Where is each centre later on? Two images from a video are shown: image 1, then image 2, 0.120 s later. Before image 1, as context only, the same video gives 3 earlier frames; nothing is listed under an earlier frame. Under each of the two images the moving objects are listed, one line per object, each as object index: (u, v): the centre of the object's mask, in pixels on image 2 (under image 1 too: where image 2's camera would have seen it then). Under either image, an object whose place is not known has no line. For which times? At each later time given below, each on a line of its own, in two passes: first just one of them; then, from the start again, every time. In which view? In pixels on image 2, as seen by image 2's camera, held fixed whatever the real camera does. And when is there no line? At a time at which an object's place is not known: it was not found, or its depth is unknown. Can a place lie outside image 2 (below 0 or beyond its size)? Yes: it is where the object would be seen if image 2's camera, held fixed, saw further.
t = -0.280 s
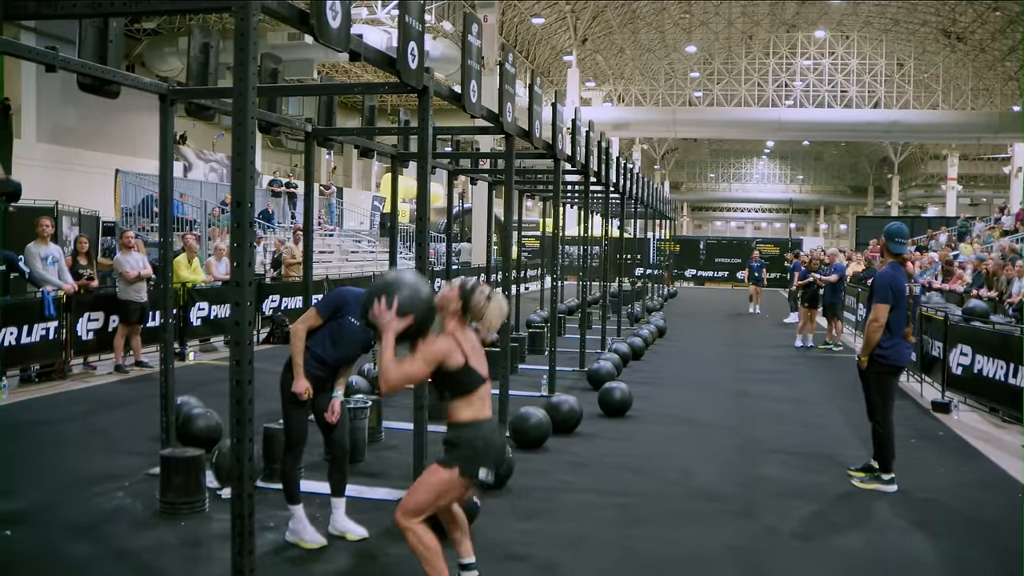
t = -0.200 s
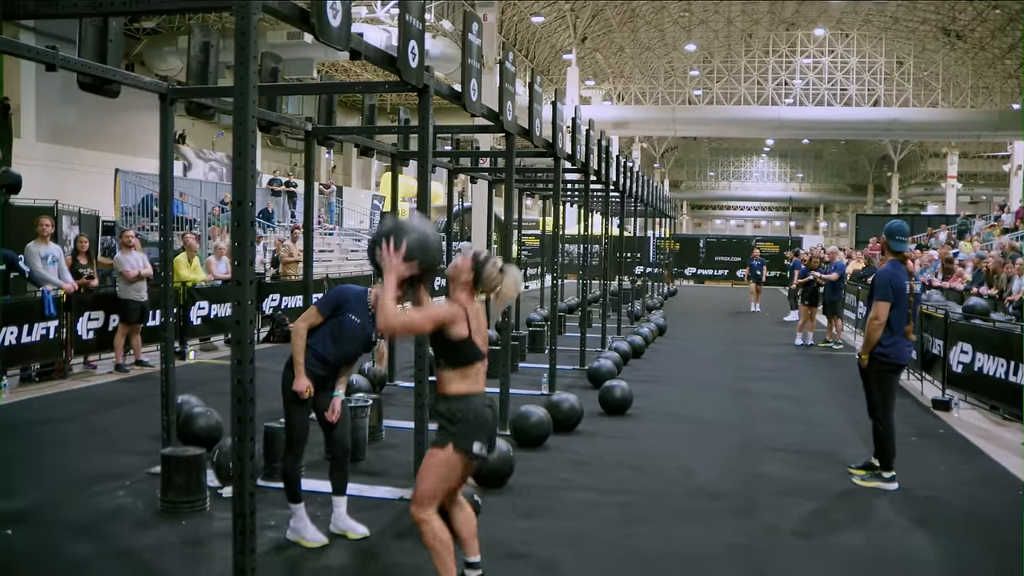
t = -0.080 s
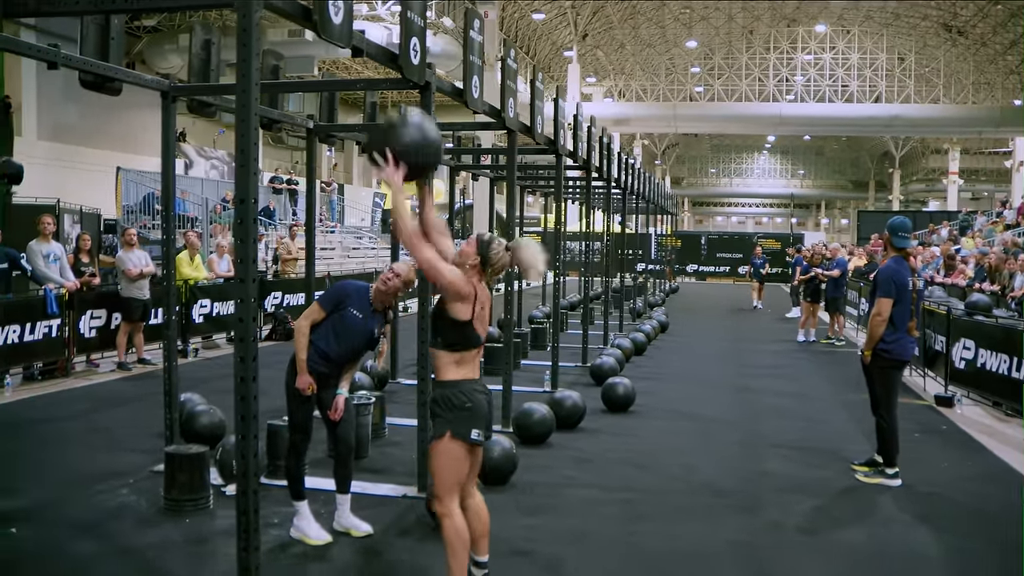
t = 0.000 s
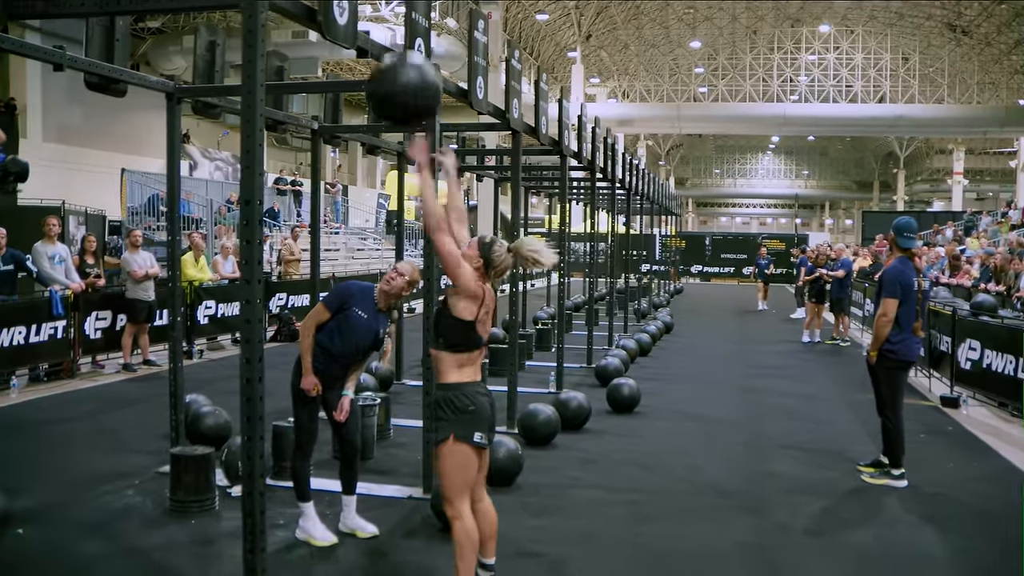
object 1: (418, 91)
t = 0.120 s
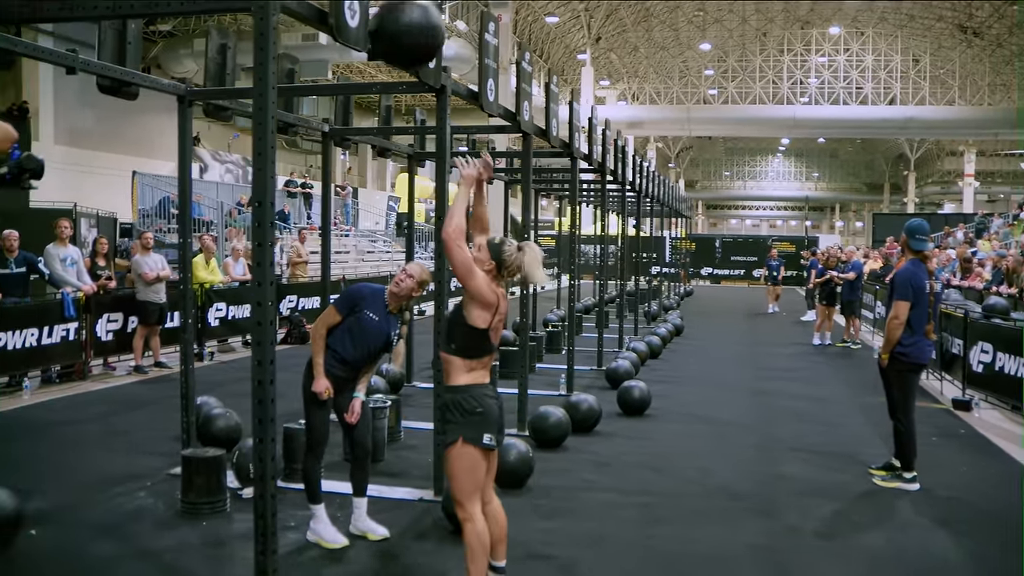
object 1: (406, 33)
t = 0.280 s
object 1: (394, 14)
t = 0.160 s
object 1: (405, 25)
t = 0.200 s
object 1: (402, 19)
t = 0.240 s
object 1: (397, 16)
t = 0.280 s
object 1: (394, 14)
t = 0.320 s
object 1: (390, 14)
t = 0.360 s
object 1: (386, 15)
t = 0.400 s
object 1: (388, 18)
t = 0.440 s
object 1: (390, 21)
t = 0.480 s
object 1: (392, 29)
